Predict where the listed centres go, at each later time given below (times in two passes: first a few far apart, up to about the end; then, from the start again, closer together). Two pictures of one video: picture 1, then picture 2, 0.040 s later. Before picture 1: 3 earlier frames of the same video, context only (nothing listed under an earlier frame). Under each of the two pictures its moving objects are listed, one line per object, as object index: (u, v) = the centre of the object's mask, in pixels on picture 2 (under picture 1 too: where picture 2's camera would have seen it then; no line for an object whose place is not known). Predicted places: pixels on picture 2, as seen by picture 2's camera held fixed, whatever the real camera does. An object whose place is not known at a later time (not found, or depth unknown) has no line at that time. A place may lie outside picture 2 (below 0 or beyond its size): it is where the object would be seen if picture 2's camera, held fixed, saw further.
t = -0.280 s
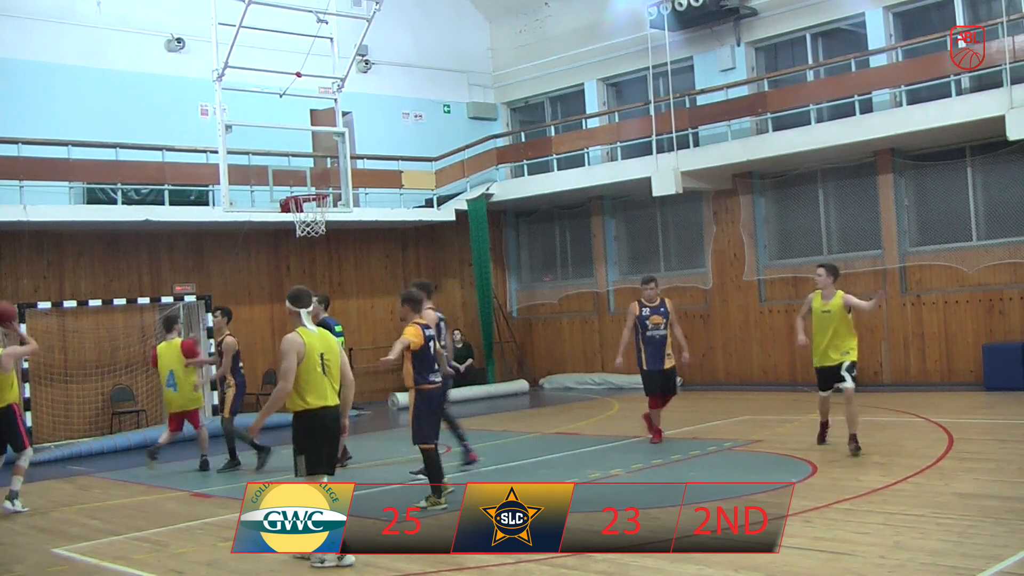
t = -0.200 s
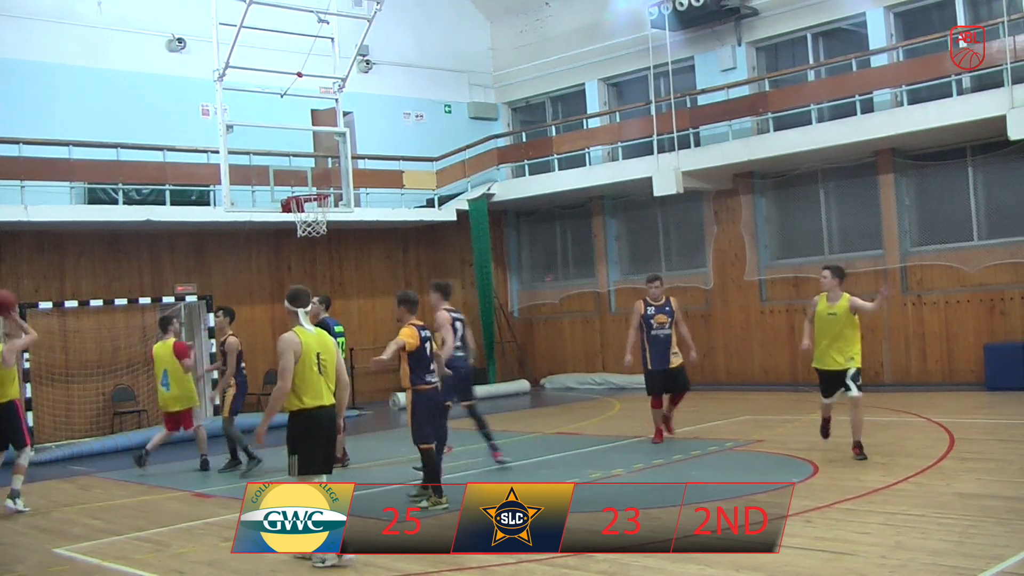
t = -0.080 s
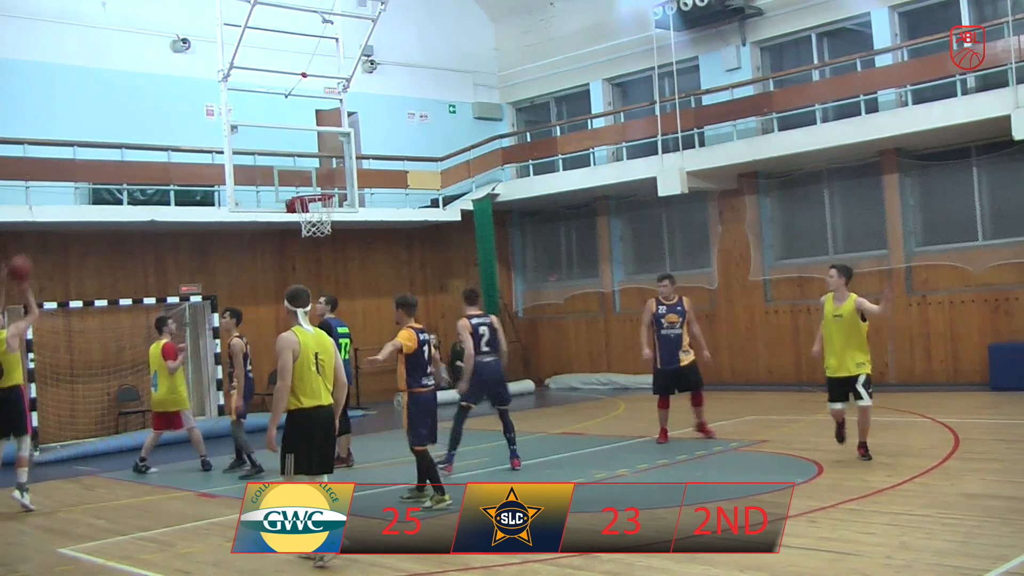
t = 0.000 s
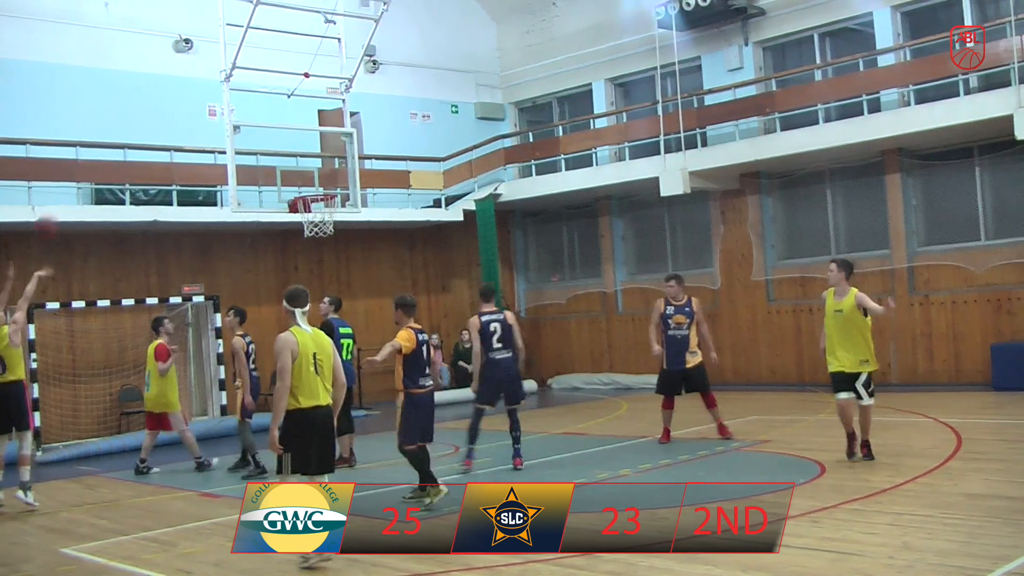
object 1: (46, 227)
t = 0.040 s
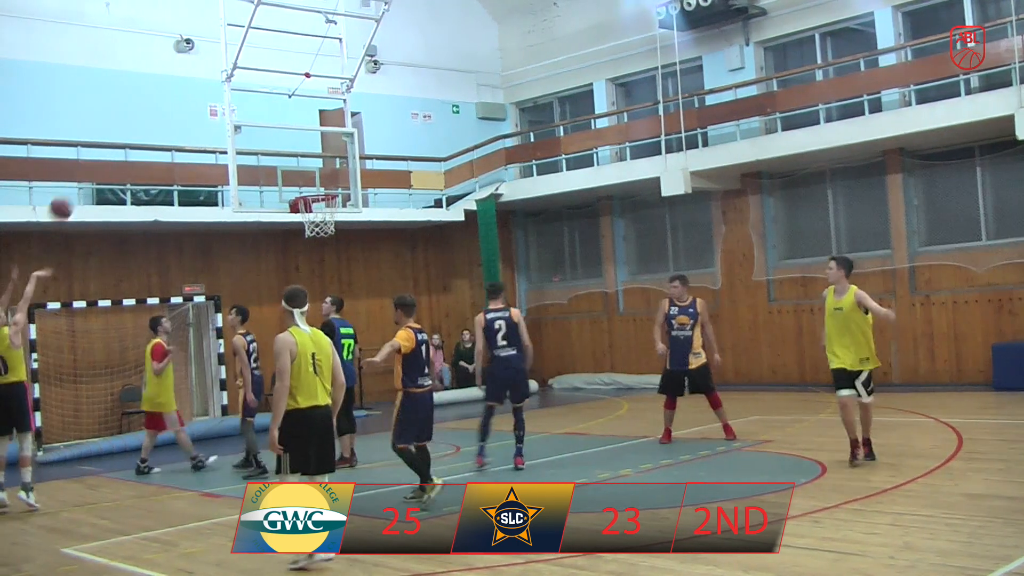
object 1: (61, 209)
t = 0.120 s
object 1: (85, 178)
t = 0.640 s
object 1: (243, 126)
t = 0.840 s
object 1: (299, 169)
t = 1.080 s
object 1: (316, 209)
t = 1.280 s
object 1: (308, 208)
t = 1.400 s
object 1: (307, 217)
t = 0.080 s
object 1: (74, 191)
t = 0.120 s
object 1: (85, 178)
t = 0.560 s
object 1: (220, 118)
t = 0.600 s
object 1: (232, 122)
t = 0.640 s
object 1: (243, 126)
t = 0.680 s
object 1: (255, 132)
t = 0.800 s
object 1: (287, 157)
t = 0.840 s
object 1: (299, 169)
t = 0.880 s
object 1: (309, 180)
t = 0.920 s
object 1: (321, 194)
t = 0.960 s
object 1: (321, 202)
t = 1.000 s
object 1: (321, 209)
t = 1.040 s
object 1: (319, 212)
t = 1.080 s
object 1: (316, 209)
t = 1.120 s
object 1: (314, 207)
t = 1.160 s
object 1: (312, 208)
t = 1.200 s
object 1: (310, 206)
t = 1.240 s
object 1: (308, 205)
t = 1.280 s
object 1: (308, 208)
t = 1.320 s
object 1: (306, 207)
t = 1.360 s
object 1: (306, 212)
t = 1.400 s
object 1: (307, 217)
